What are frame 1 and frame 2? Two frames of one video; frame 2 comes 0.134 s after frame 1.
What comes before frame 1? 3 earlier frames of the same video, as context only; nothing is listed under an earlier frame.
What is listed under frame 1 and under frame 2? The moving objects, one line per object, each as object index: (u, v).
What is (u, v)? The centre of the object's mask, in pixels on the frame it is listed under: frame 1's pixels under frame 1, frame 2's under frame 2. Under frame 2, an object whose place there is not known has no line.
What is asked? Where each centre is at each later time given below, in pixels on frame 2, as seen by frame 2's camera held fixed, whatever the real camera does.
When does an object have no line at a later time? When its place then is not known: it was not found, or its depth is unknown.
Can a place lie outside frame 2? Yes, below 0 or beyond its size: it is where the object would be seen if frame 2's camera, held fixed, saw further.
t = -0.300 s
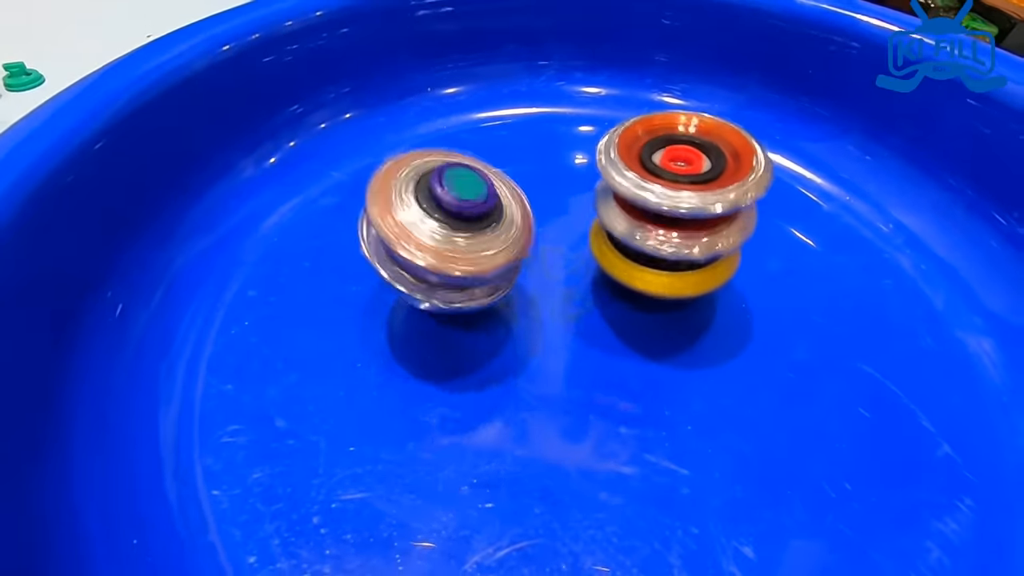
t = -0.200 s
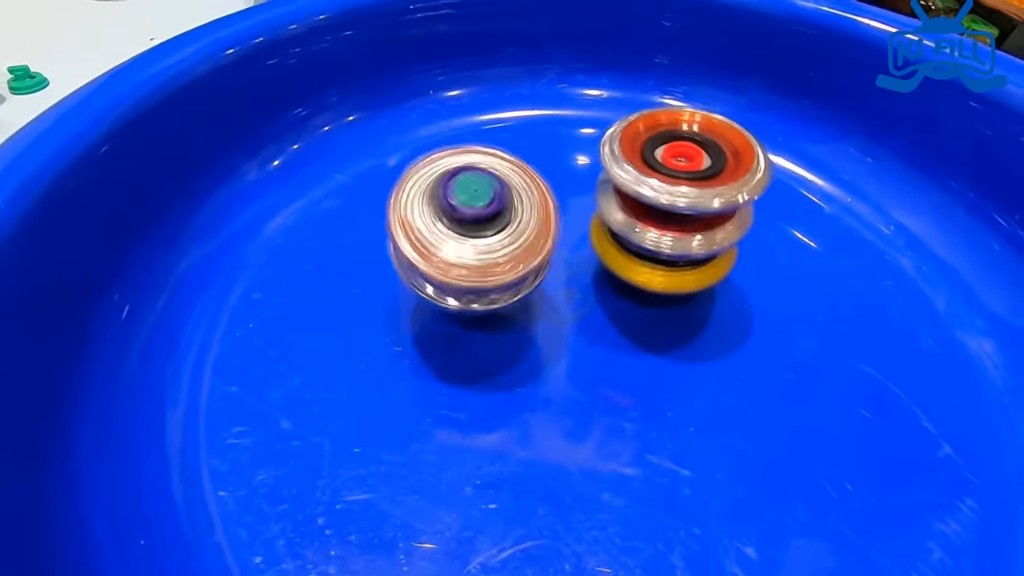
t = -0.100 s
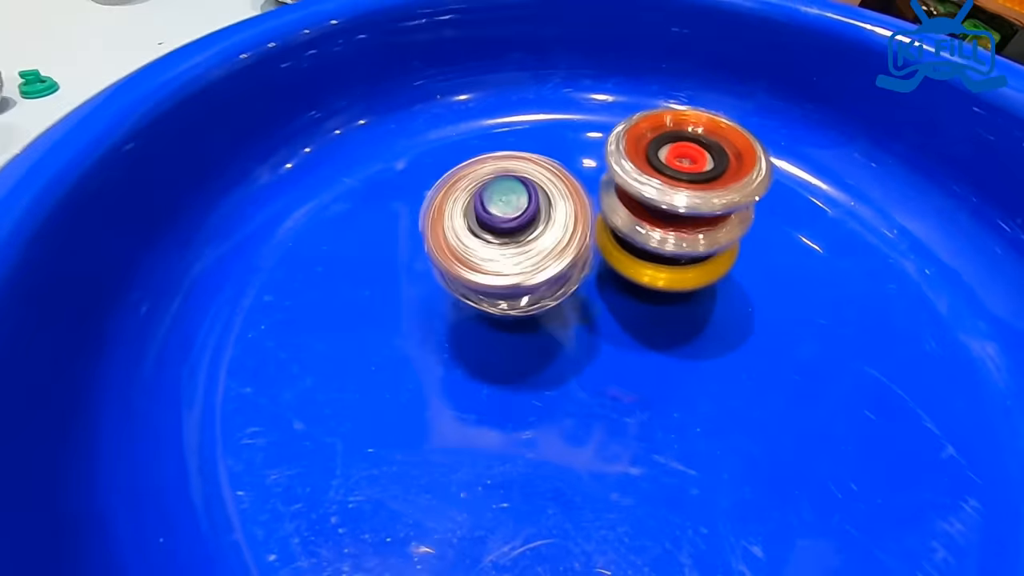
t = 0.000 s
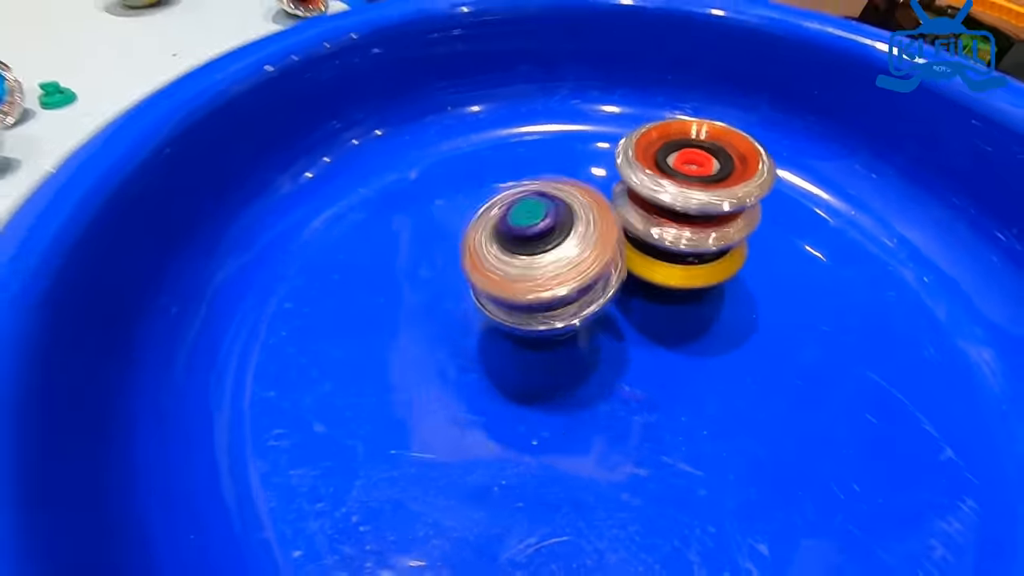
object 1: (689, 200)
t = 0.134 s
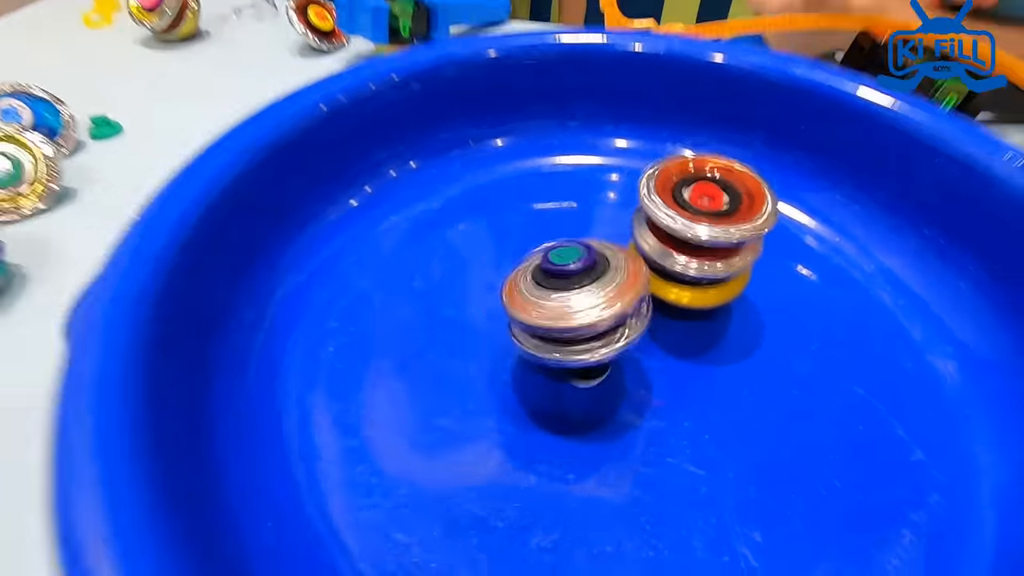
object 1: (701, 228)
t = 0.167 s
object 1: (702, 227)
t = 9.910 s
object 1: (581, 185)
